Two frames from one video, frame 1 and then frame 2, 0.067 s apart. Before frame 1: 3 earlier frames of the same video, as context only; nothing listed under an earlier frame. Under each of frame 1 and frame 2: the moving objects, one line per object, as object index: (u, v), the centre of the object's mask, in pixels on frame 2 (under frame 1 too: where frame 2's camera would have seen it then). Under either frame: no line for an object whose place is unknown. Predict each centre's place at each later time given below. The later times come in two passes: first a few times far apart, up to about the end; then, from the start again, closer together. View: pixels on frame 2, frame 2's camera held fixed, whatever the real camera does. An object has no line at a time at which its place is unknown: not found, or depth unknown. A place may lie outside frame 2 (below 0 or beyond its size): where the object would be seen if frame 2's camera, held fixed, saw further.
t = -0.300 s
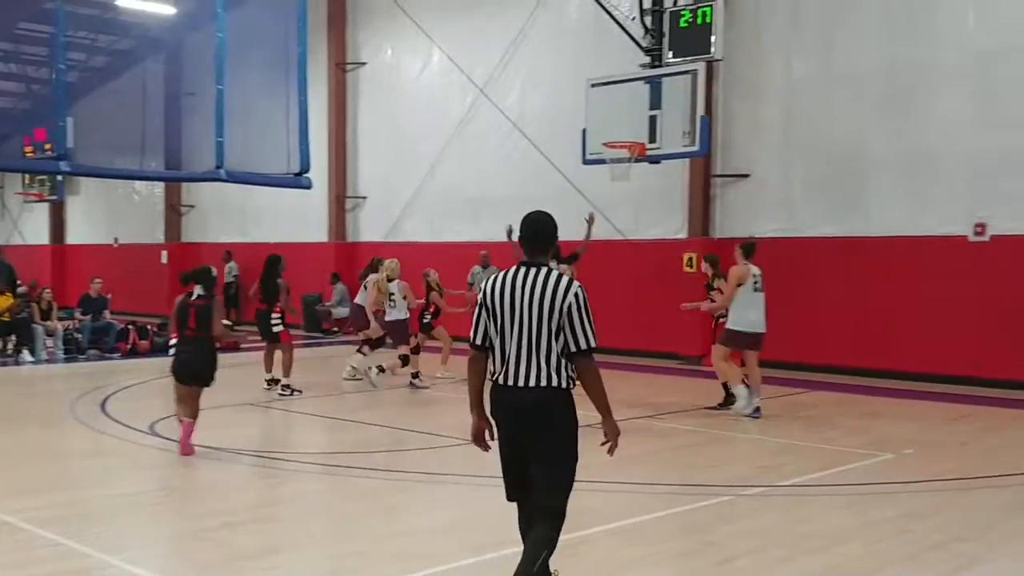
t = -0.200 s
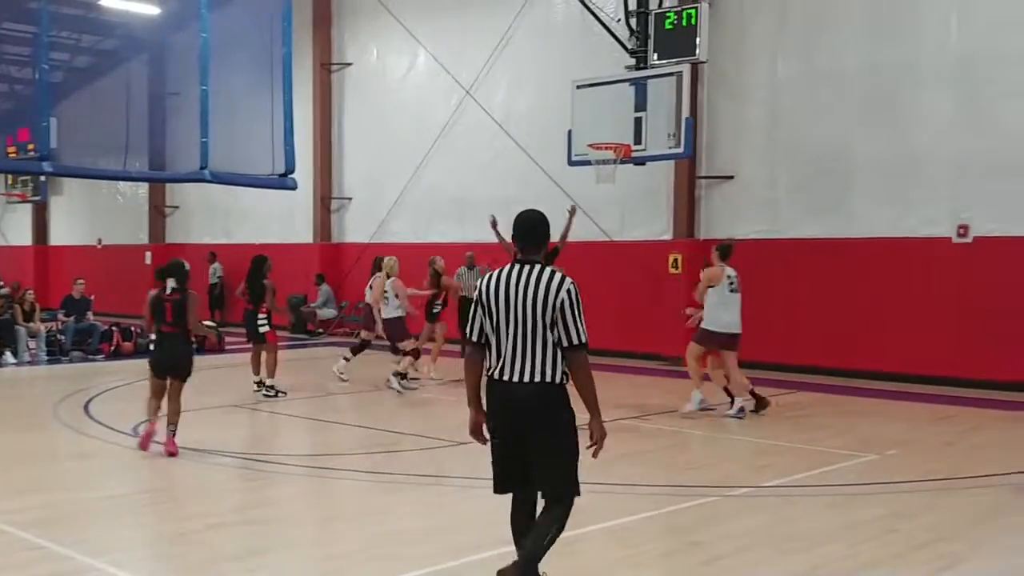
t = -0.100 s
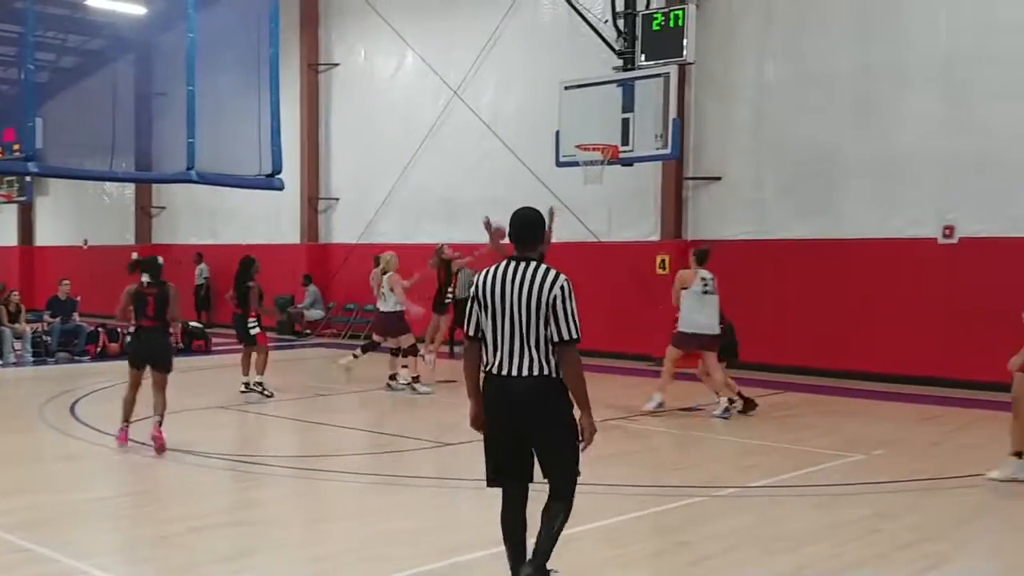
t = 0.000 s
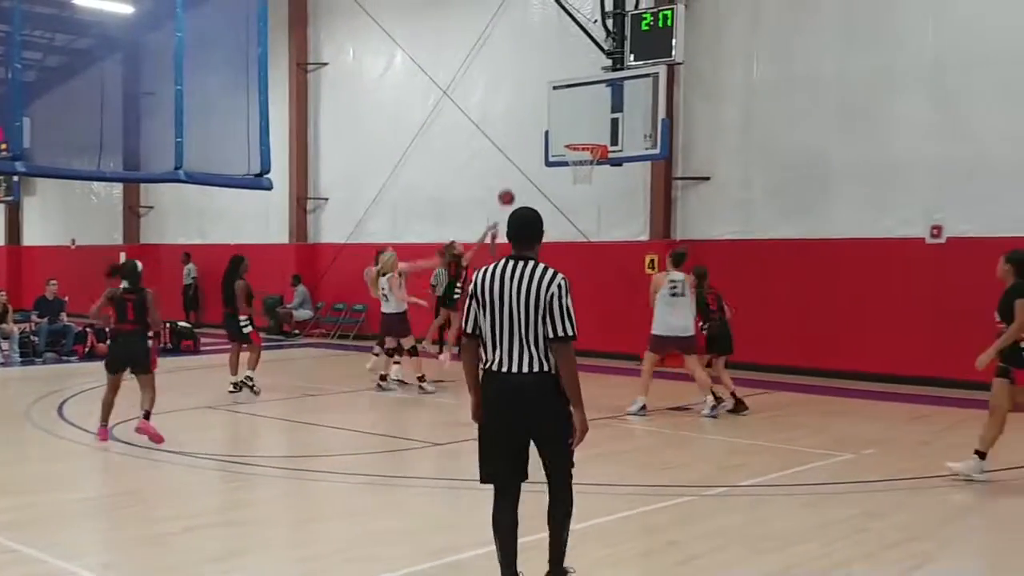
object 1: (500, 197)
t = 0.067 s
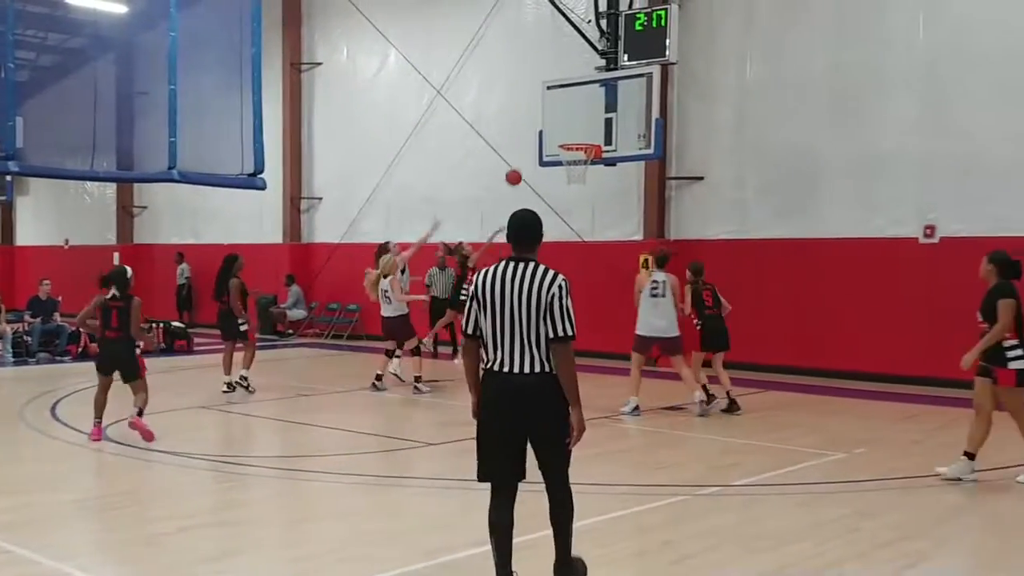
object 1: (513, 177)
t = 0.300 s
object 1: (558, 132)
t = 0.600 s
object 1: (568, 134)
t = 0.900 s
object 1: (571, 175)
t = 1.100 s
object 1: (575, 215)
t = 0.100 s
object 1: (520, 168)
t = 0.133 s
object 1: (526, 160)
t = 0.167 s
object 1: (532, 153)
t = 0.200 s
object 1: (539, 147)
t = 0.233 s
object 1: (546, 141)
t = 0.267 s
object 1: (553, 137)
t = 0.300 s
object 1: (558, 132)
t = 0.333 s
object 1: (565, 129)
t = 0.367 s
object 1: (567, 127)
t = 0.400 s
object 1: (568, 126)
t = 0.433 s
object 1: (568, 125)
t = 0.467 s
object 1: (568, 125)
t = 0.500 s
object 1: (568, 126)
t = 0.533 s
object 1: (568, 128)
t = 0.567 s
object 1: (568, 131)
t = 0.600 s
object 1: (568, 134)
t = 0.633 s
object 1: (568, 139)
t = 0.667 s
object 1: (568, 144)
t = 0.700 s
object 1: (568, 149)
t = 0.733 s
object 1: (568, 156)
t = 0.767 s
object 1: (568, 163)
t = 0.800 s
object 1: (569, 166)
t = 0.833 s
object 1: (570, 169)
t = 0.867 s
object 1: (570, 170)
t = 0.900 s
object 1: (571, 175)
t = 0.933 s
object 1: (572, 180)
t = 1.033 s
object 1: (574, 198)
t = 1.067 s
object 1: (575, 206)
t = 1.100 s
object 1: (575, 215)
